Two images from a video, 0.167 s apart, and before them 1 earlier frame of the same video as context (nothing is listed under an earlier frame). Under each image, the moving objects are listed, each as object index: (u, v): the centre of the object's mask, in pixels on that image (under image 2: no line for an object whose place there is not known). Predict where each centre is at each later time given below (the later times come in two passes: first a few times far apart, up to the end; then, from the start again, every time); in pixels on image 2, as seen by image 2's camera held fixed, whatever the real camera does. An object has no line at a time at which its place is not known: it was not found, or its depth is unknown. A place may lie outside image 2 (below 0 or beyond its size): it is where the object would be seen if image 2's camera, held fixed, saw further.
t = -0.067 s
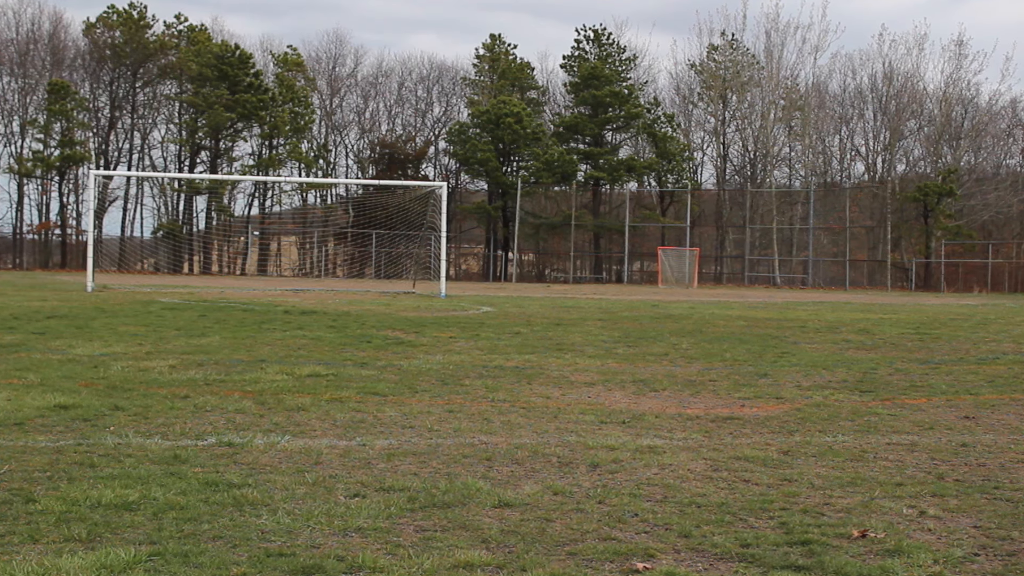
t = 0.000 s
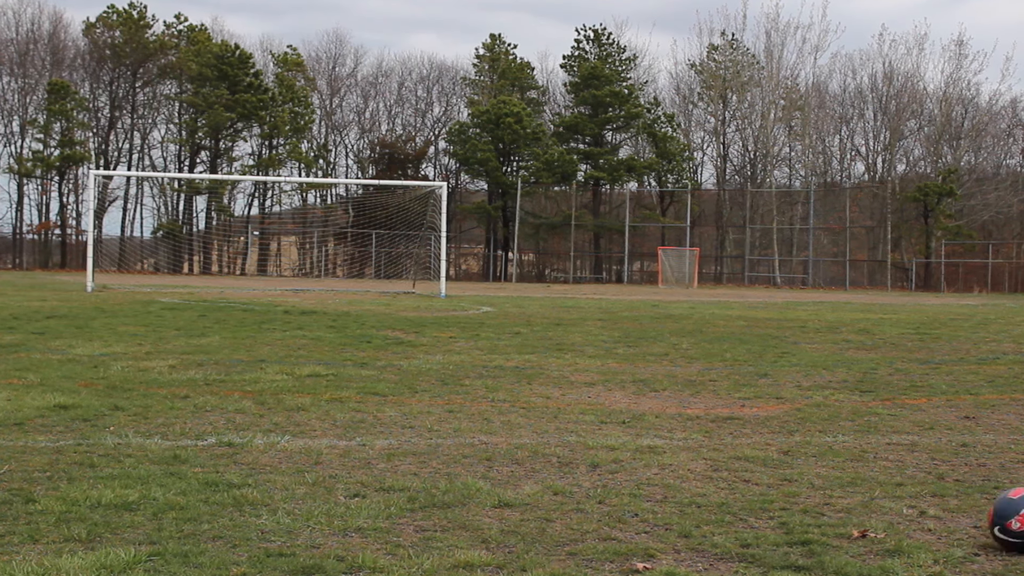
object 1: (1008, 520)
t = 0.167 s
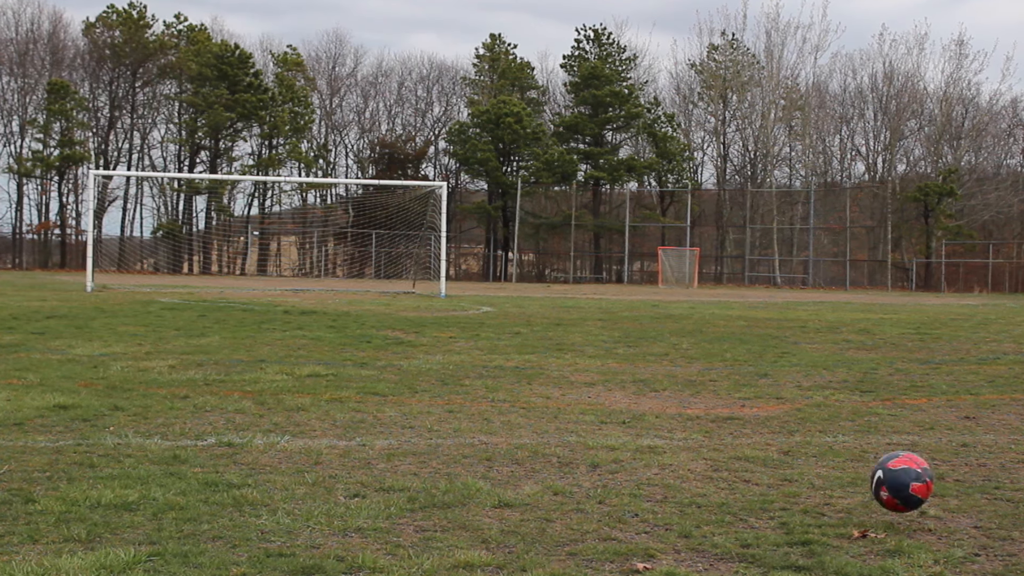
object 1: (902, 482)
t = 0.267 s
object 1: (834, 491)
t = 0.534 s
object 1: (693, 467)
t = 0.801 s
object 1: (575, 444)
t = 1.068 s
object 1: (479, 427)
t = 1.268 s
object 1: (419, 422)
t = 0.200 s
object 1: (879, 481)
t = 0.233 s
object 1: (856, 485)
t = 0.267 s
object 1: (834, 491)
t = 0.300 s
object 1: (815, 482)
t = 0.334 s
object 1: (796, 471)
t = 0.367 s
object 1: (779, 464)
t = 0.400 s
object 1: (761, 459)
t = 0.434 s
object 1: (744, 457)
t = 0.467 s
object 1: (726, 458)
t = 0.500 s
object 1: (710, 462)
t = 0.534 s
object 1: (693, 467)
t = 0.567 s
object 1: (677, 462)
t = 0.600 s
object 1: (661, 458)
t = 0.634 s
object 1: (645, 457)
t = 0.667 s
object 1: (630, 457)
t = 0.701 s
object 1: (616, 450)
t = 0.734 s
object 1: (602, 445)
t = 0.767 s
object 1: (589, 443)
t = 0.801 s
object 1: (575, 444)
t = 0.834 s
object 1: (563, 446)
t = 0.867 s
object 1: (550, 443)
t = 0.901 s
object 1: (537, 440)
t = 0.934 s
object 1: (525, 438)
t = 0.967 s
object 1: (512, 438)
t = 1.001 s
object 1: (501, 432)
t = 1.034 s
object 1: (490, 428)
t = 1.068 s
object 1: (479, 427)
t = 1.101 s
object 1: (469, 428)
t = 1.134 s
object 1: (458, 429)
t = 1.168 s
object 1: (449, 425)
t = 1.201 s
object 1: (439, 423)
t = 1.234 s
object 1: (429, 423)
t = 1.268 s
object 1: (419, 422)
